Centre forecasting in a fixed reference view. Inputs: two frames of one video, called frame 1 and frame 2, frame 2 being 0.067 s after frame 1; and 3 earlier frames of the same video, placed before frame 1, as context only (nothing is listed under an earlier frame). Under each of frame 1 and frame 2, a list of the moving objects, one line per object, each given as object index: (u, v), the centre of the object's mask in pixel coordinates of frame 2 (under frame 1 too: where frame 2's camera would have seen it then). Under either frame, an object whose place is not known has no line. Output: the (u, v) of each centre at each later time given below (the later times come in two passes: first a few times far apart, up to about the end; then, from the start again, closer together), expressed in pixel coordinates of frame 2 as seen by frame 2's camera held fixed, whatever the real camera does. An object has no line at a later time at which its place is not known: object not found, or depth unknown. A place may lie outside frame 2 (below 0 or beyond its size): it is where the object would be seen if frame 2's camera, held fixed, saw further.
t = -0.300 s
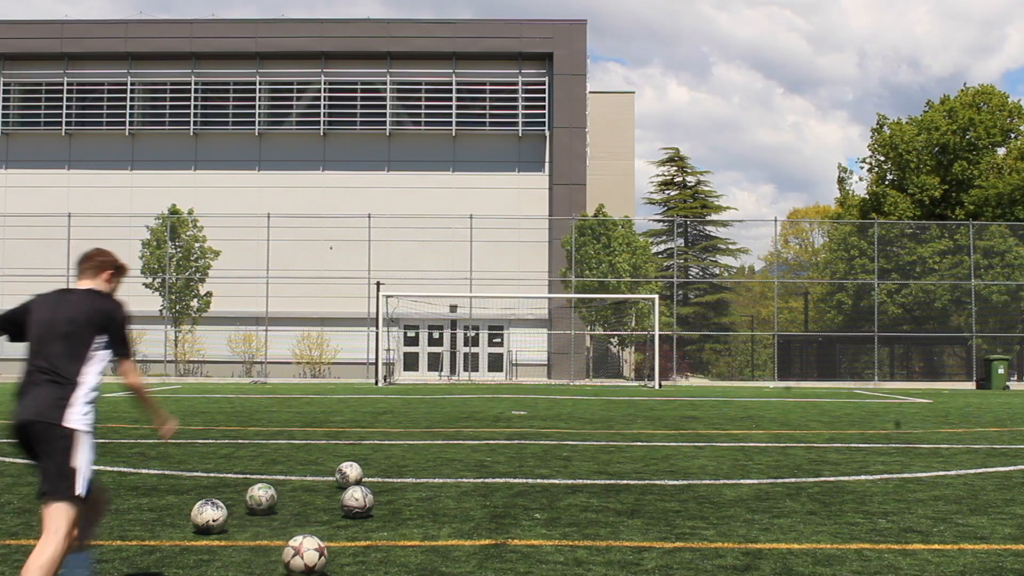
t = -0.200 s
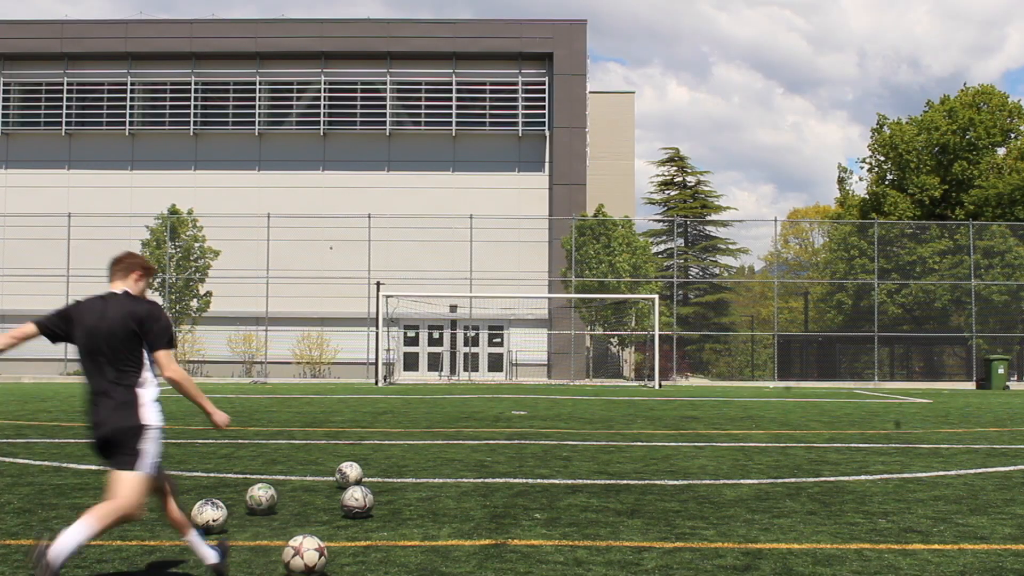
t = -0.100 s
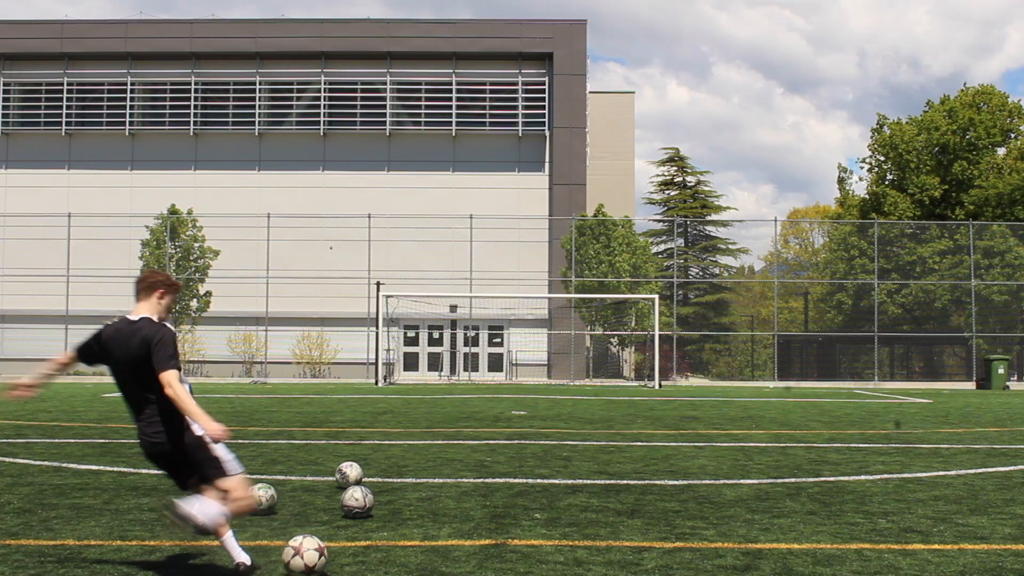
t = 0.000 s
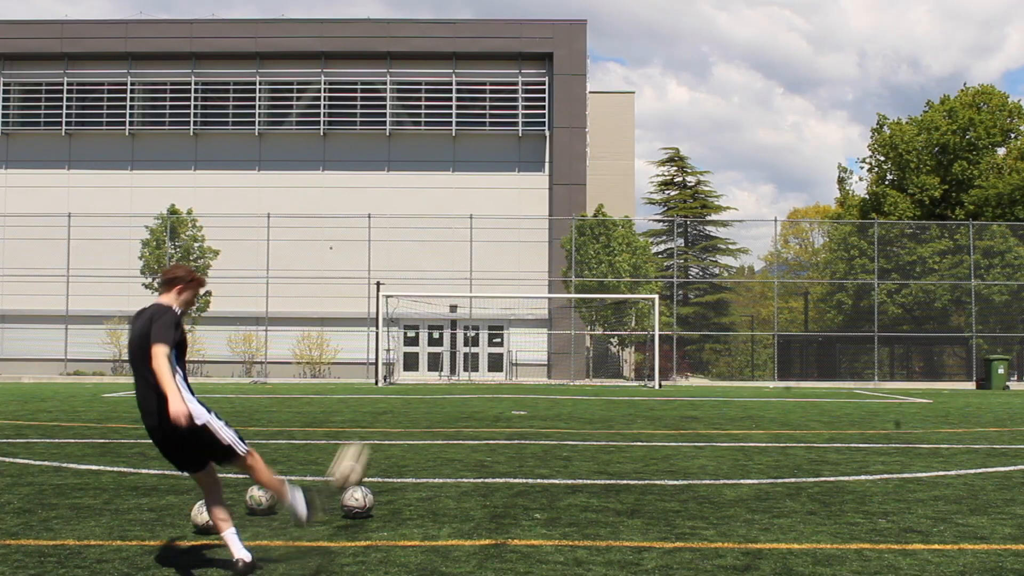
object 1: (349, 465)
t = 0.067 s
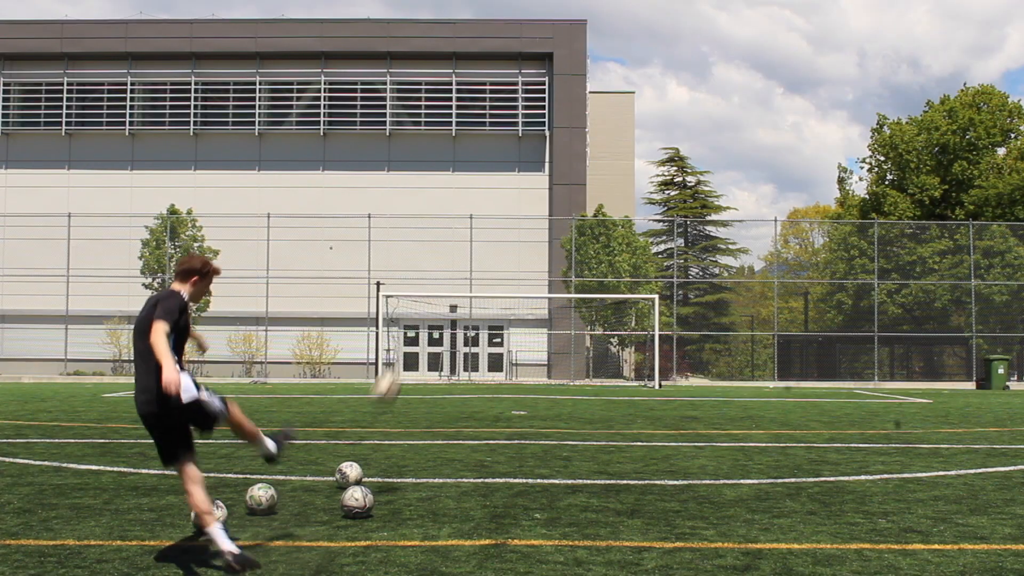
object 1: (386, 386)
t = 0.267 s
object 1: (429, 291)
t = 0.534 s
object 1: (433, 272)
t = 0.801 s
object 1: (422, 289)
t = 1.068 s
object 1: (406, 323)
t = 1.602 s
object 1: (423, 366)
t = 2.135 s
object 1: (443, 367)
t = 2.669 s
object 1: (464, 377)
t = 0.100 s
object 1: (399, 360)
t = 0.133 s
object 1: (409, 338)
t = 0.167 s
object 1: (416, 322)
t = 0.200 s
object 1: (422, 310)
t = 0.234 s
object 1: (426, 299)
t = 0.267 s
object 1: (429, 291)
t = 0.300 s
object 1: (431, 285)
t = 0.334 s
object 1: (433, 280)
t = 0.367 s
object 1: (434, 277)
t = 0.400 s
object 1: (435, 274)
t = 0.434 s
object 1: (435, 272)
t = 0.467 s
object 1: (434, 271)
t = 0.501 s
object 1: (434, 271)
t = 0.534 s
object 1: (433, 272)
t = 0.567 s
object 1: (432, 274)
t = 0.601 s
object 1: (431, 275)
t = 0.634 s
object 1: (430, 277)
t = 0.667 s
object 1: (428, 278)
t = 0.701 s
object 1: (427, 281)
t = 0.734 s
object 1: (425, 283)
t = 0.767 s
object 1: (423, 286)
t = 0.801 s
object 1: (422, 289)
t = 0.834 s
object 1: (420, 293)
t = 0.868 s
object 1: (418, 297)
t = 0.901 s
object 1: (416, 301)
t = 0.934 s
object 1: (414, 305)
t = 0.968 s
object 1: (412, 310)
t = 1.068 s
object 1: (406, 323)
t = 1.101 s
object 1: (405, 329)
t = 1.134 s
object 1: (402, 333)
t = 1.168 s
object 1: (401, 335)
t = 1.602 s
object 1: (423, 366)
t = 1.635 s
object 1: (425, 363)
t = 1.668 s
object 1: (427, 360)
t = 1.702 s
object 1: (428, 357)
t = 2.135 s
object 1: (443, 367)
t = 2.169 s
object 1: (444, 370)
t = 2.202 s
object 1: (445, 375)
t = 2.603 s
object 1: (461, 374)
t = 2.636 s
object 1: (463, 375)
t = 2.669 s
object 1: (464, 377)
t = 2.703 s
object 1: (465, 379)
